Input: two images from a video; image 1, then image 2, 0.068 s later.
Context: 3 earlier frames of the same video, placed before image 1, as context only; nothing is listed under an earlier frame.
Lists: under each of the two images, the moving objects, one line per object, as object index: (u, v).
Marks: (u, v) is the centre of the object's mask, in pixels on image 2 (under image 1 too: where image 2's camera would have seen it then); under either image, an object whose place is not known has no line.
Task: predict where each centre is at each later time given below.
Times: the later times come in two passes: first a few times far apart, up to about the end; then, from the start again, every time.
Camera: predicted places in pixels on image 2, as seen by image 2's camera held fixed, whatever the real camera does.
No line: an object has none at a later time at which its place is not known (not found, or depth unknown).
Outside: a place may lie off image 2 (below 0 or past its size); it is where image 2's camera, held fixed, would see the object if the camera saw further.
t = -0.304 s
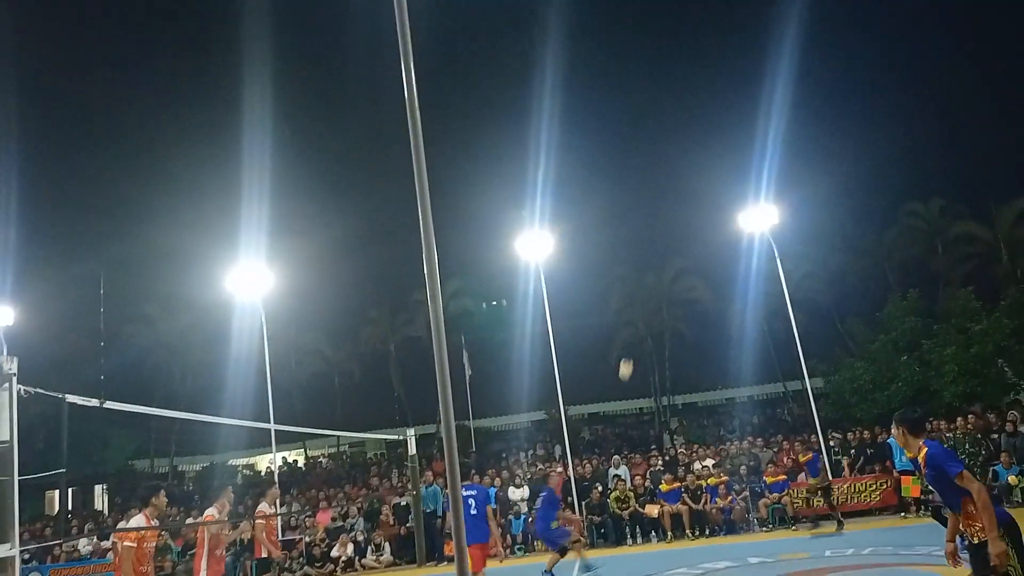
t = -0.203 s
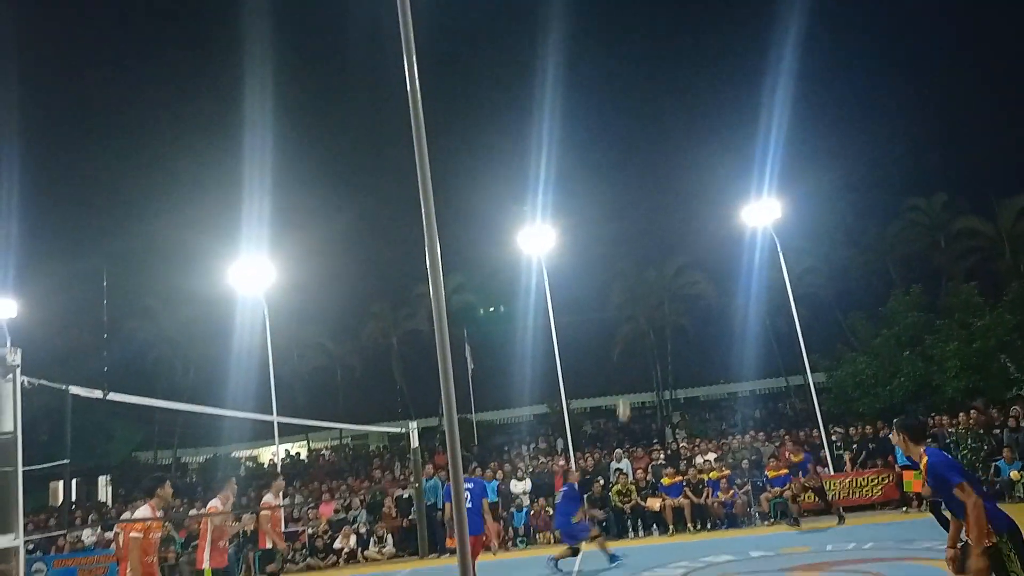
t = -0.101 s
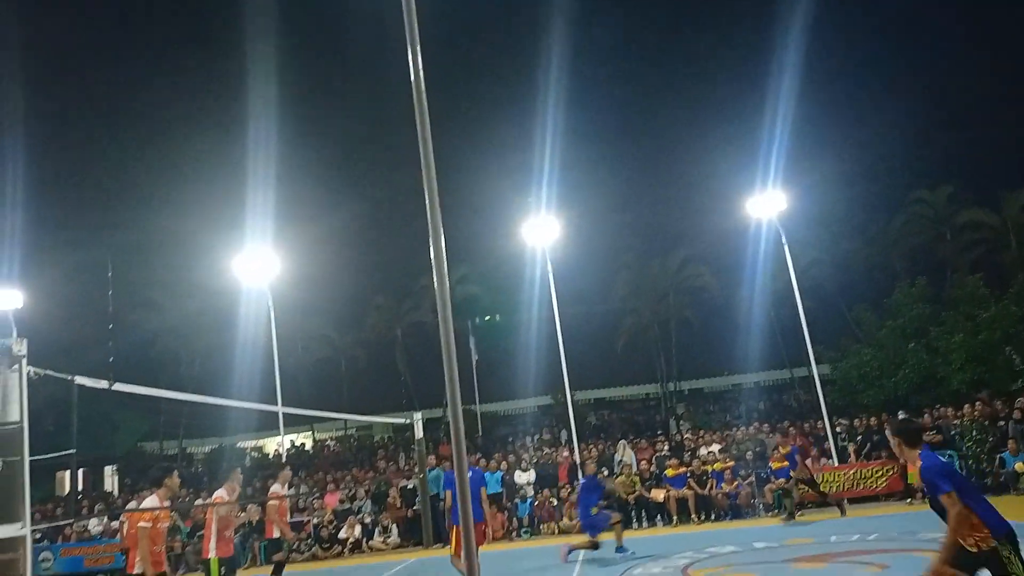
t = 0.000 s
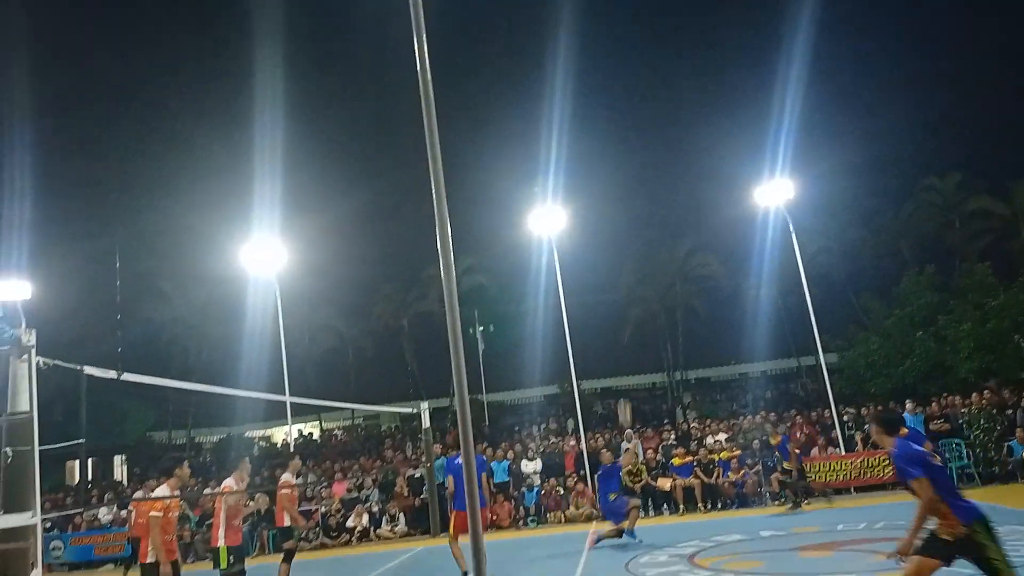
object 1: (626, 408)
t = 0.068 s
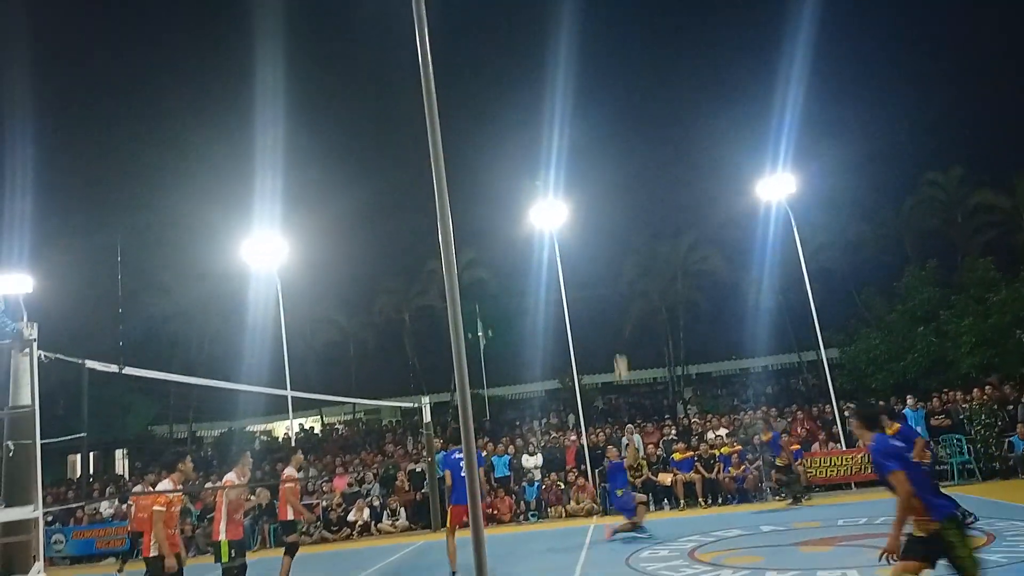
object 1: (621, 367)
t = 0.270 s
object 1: (608, 261)
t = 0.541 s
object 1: (590, 150)
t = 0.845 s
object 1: (573, 68)
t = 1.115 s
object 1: (562, 45)
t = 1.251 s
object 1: (558, 55)
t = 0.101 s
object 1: (618, 349)
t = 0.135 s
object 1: (616, 330)
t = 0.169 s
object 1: (614, 312)
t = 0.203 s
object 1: (612, 295)
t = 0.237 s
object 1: (610, 278)
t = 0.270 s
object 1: (608, 261)
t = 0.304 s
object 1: (605, 245)
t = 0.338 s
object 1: (602, 230)
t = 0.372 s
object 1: (600, 215)
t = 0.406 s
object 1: (598, 201)
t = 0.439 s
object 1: (597, 187)
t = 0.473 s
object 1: (595, 174)
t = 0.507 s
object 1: (592, 161)
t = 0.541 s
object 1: (590, 150)
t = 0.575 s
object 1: (588, 140)
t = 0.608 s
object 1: (586, 129)
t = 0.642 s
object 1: (584, 118)
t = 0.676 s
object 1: (582, 108)
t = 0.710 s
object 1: (581, 98)
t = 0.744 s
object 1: (579, 90)
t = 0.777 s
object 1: (576, 83)
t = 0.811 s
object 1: (574, 75)
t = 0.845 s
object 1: (573, 68)
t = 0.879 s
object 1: (572, 63)
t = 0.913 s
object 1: (570, 58)
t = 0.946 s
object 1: (568, 53)
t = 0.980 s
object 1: (566, 50)
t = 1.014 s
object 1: (565, 46)
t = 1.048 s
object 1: (563, 45)
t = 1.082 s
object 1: (562, 45)
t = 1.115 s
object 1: (562, 45)
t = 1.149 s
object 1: (561, 47)
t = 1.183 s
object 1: (560, 49)
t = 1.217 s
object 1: (559, 51)
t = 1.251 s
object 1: (558, 55)
